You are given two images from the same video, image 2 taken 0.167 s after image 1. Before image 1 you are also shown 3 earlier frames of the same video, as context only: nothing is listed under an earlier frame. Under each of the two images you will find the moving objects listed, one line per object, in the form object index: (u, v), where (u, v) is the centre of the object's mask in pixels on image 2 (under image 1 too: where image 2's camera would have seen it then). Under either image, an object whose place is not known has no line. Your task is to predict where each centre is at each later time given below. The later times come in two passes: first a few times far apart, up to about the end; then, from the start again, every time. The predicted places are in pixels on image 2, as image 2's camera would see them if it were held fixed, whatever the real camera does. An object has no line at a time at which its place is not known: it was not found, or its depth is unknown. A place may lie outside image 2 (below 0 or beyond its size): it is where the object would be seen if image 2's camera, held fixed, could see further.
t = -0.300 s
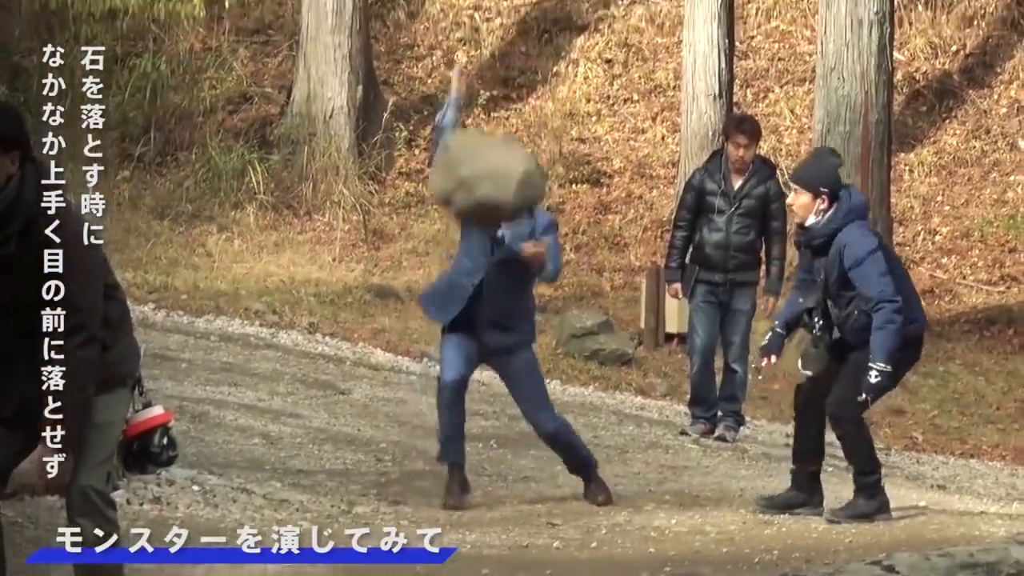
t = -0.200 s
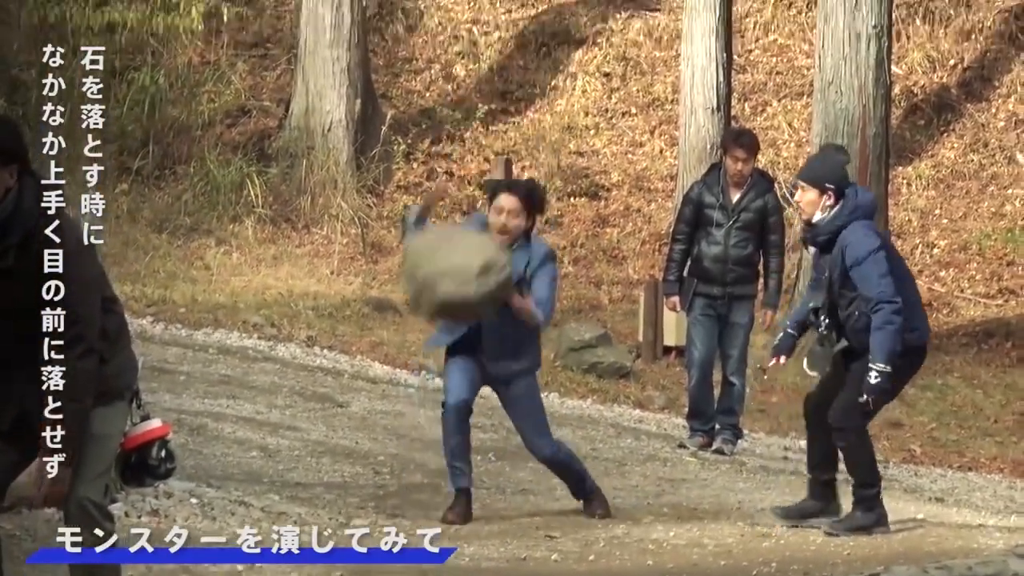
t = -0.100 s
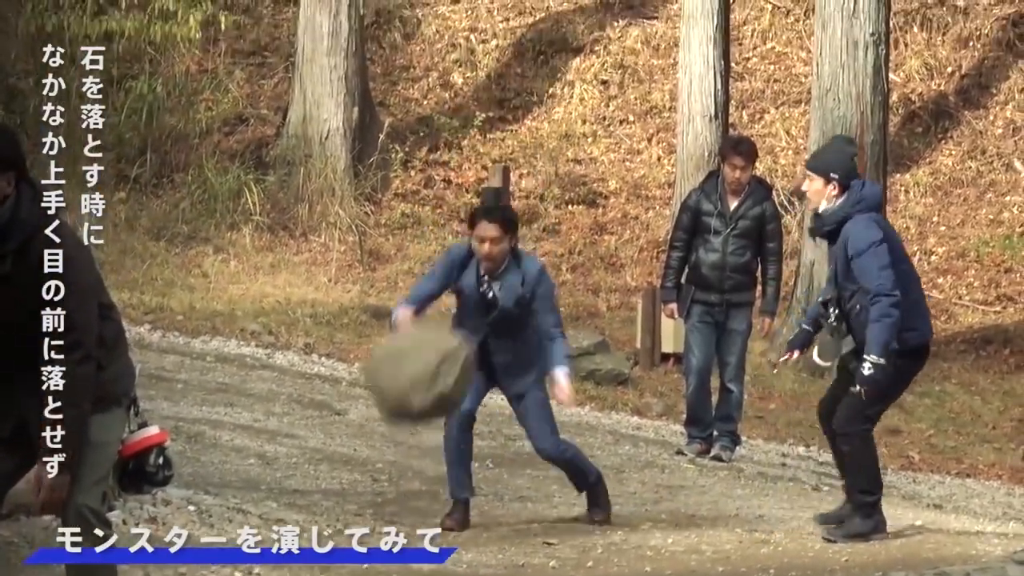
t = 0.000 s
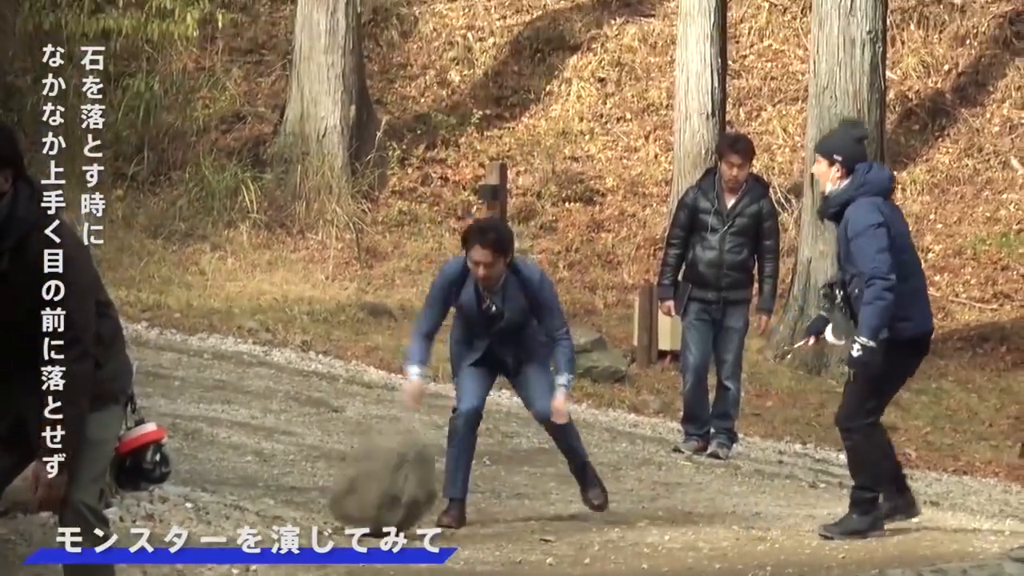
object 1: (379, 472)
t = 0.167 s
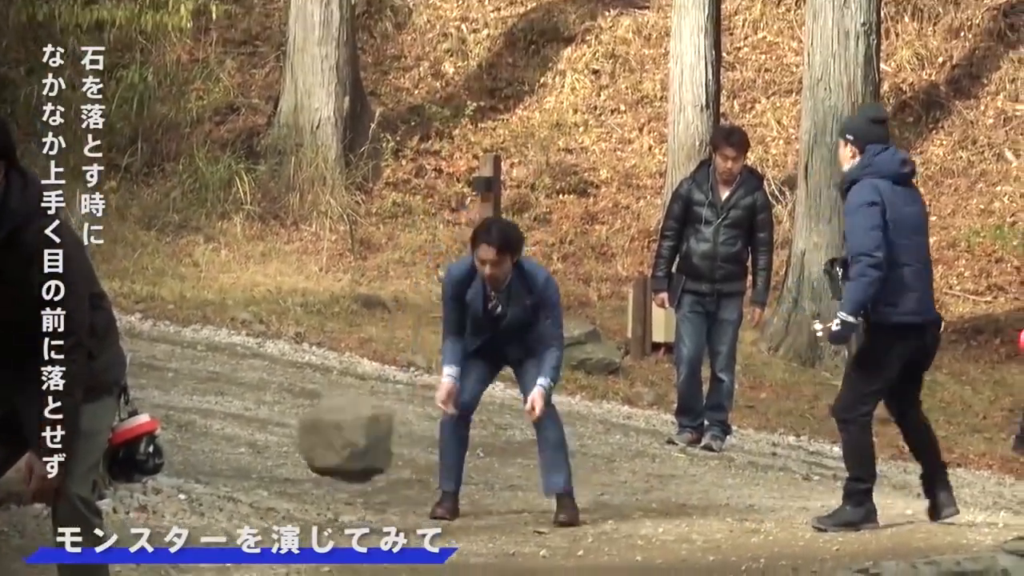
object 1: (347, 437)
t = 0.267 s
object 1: (326, 442)
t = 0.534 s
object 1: (270, 487)
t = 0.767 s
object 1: (232, 482)
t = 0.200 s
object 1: (340, 436)
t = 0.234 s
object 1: (333, 439)
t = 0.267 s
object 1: (326, 442)
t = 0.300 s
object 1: (320, 448)
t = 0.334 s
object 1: (313, 457)
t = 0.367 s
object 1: (306, 471)
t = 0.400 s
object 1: (297, 478)
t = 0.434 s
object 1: (291, 473)
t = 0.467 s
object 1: (282, 477)
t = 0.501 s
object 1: (277, 480)
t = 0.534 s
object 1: (270, 487)
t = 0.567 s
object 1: (263, 484)
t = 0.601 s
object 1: (258, 480)
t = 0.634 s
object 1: (253, 481)
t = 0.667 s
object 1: (247, 482)
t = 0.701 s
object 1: (241, 486)
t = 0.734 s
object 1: (235, 486)
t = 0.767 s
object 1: (232, 482)
